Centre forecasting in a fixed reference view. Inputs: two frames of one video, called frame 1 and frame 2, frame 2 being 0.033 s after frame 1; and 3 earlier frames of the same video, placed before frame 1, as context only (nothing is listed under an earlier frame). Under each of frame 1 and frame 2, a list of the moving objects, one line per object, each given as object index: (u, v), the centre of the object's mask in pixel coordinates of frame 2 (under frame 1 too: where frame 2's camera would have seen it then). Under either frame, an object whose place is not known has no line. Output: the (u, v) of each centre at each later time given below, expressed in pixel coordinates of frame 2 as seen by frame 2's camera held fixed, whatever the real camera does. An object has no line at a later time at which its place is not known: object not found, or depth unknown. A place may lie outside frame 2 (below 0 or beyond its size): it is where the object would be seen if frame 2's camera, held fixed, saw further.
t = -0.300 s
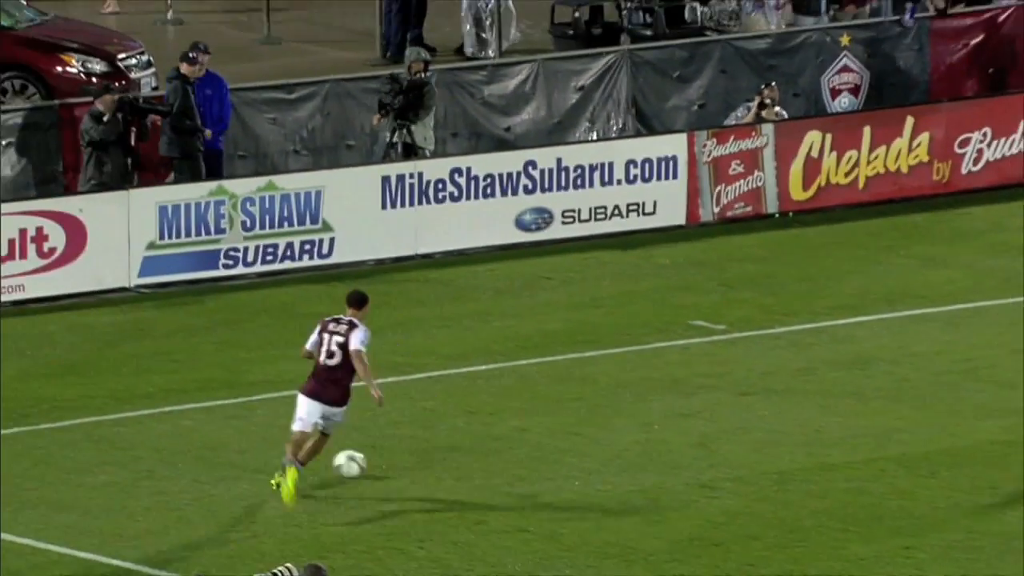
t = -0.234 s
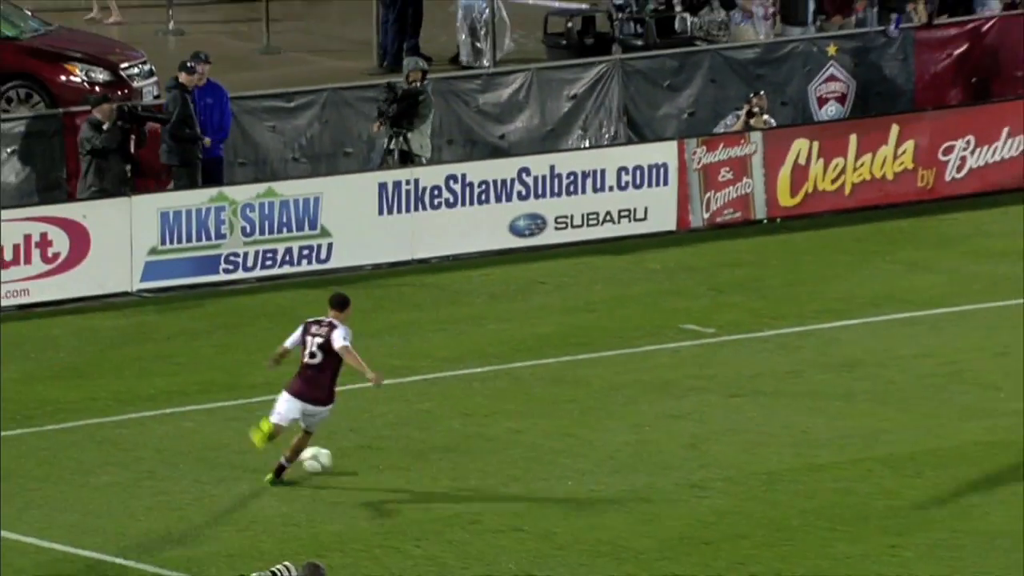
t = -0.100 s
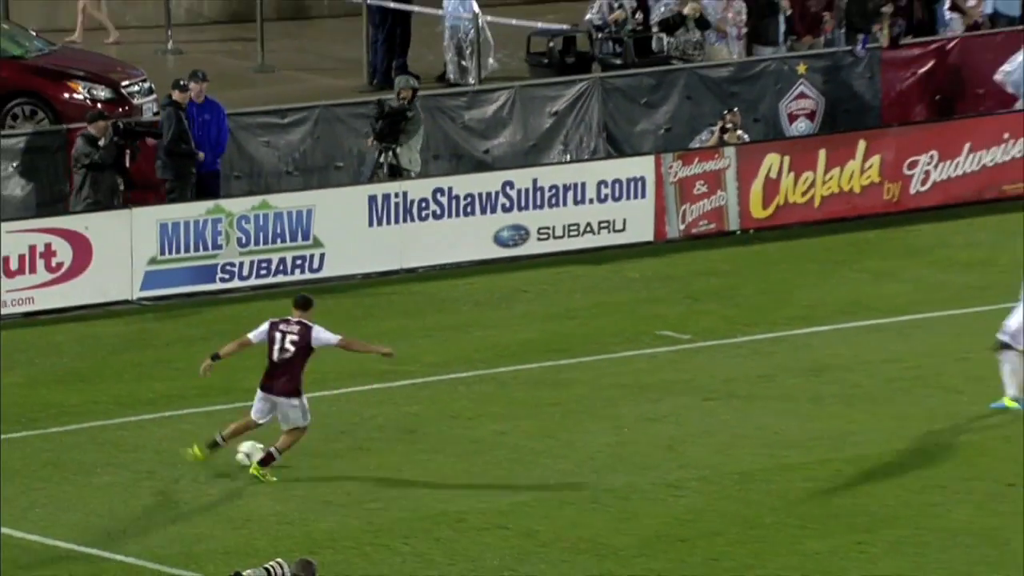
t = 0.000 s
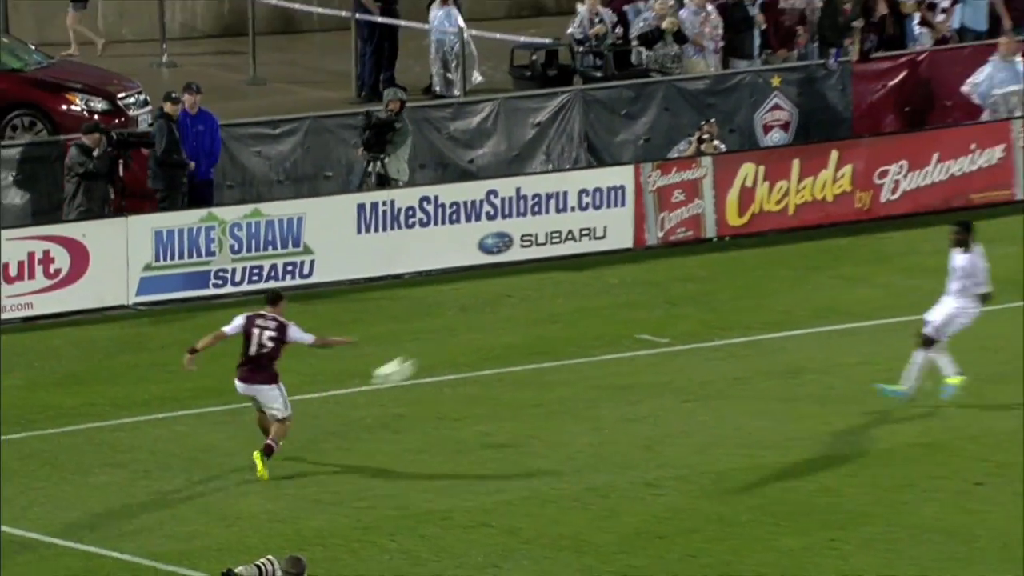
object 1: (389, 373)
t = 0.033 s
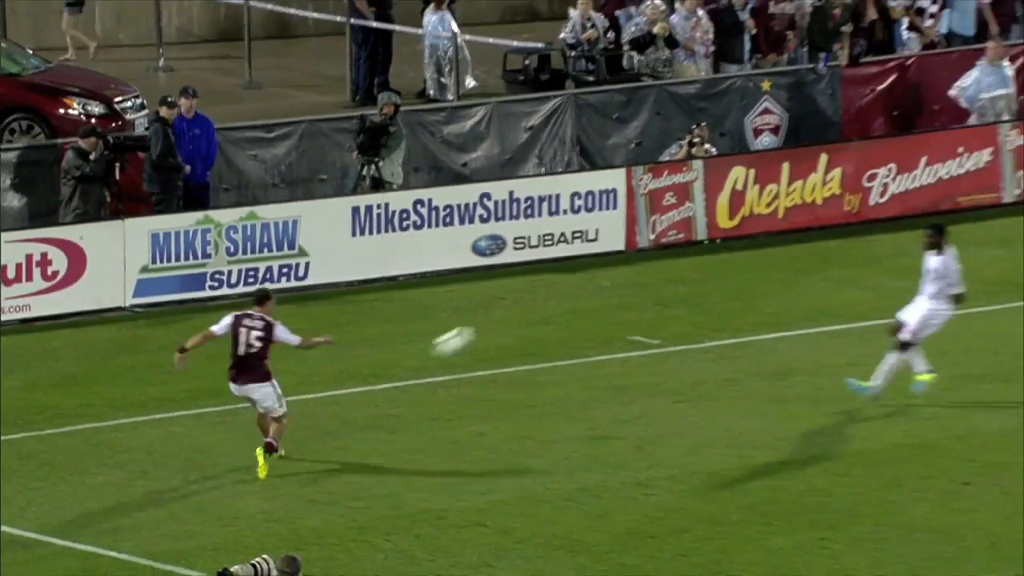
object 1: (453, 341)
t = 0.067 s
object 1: (517, 311)
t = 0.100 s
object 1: (580, 282)
